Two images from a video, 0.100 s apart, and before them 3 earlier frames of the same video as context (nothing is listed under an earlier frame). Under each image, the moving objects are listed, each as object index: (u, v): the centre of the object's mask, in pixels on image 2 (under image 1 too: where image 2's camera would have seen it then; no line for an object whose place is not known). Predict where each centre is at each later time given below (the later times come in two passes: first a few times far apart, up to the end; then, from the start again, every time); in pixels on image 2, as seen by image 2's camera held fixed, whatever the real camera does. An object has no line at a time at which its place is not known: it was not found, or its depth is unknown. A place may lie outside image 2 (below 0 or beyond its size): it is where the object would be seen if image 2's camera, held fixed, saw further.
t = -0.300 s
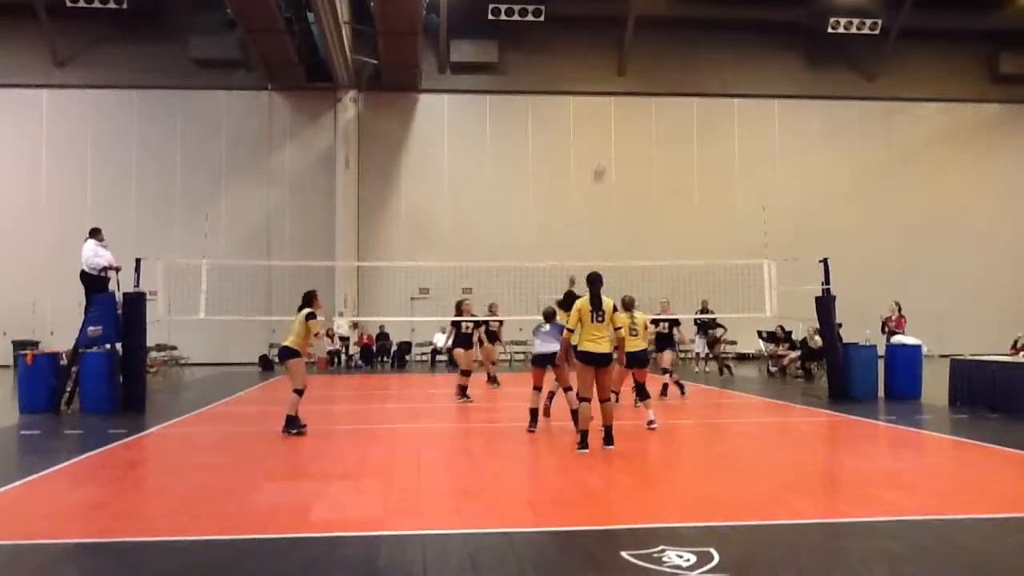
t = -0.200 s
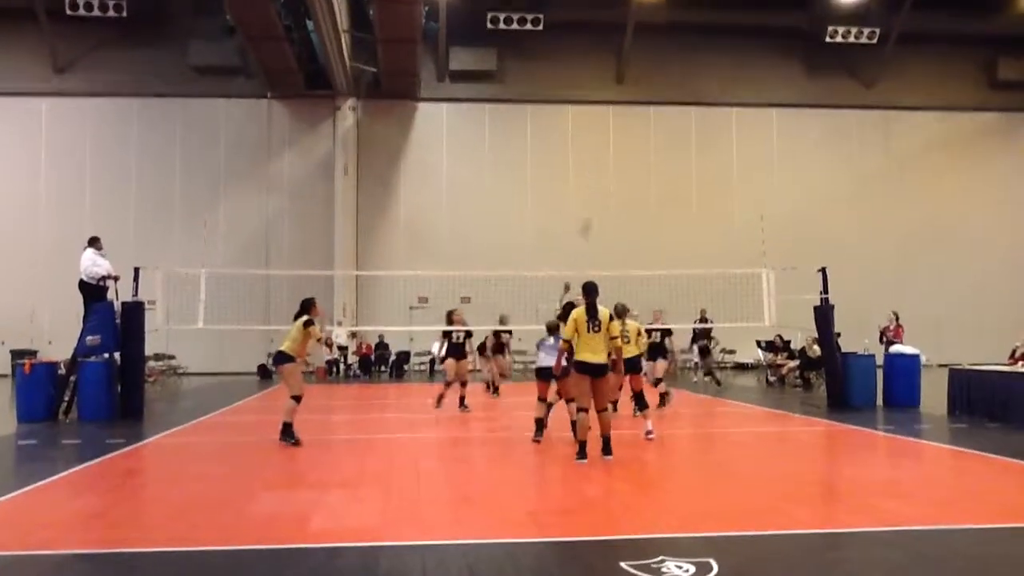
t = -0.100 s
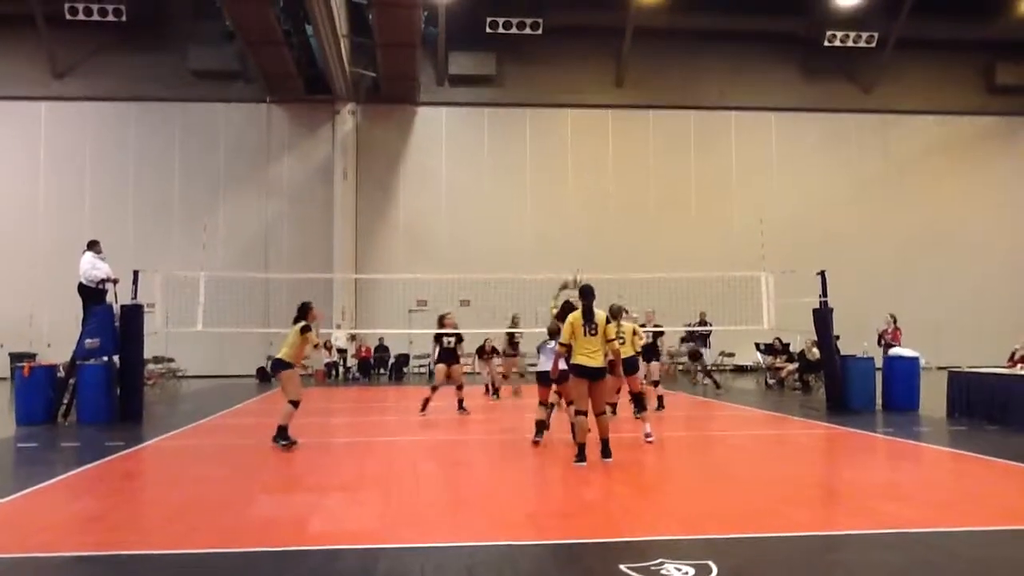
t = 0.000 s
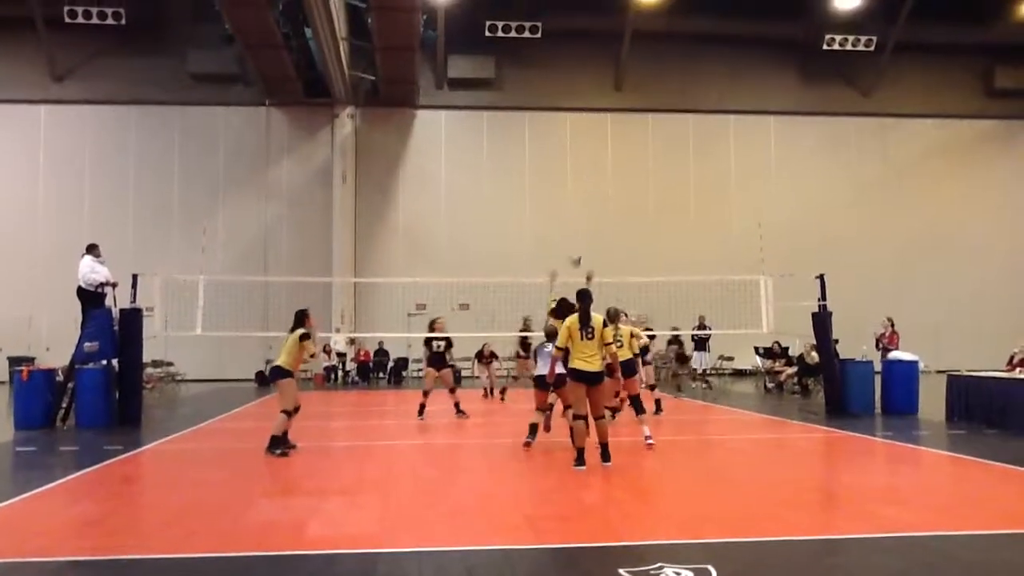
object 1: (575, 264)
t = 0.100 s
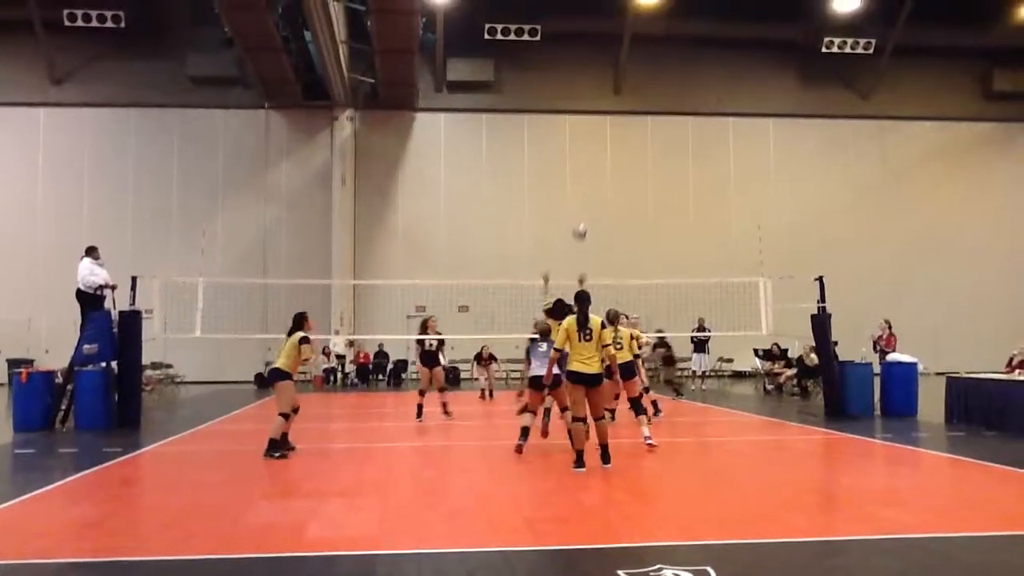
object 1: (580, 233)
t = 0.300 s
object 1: (587, 196)
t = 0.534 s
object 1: (596, 190)
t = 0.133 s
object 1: (581, 224)
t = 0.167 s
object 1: (582, 218)
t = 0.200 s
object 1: (583, 211)
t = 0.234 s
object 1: (583, 205)
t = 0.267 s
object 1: (585, 200)
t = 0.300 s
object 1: (587, 196)
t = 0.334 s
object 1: (589, 193)
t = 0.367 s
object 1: (590, 191)
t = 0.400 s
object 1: (592, 189)
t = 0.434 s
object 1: (593, 188)
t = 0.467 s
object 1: (594, 188)
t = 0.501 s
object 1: (594, 188)
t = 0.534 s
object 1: (596, 190)
